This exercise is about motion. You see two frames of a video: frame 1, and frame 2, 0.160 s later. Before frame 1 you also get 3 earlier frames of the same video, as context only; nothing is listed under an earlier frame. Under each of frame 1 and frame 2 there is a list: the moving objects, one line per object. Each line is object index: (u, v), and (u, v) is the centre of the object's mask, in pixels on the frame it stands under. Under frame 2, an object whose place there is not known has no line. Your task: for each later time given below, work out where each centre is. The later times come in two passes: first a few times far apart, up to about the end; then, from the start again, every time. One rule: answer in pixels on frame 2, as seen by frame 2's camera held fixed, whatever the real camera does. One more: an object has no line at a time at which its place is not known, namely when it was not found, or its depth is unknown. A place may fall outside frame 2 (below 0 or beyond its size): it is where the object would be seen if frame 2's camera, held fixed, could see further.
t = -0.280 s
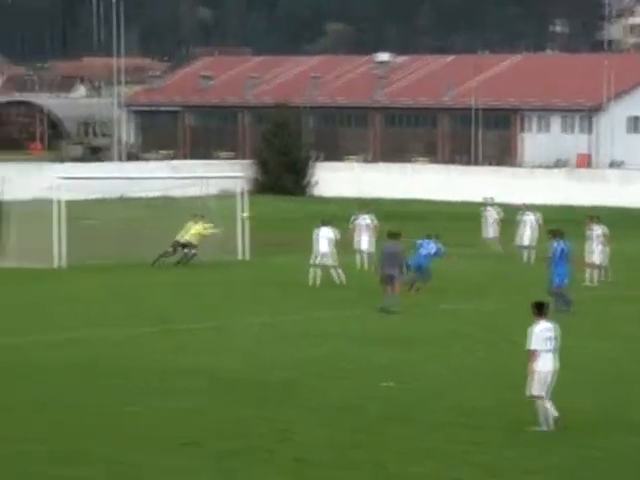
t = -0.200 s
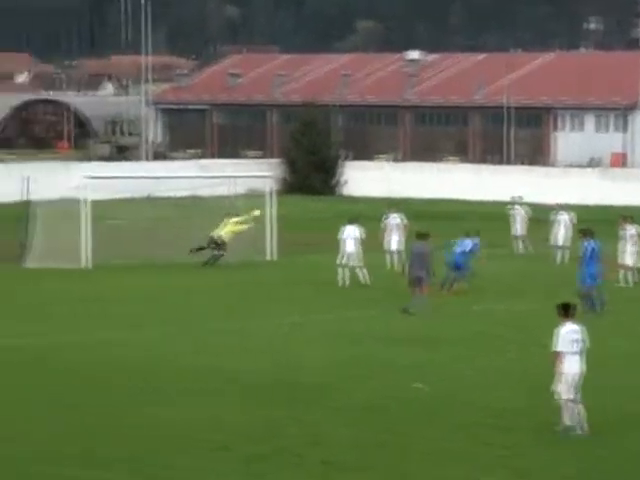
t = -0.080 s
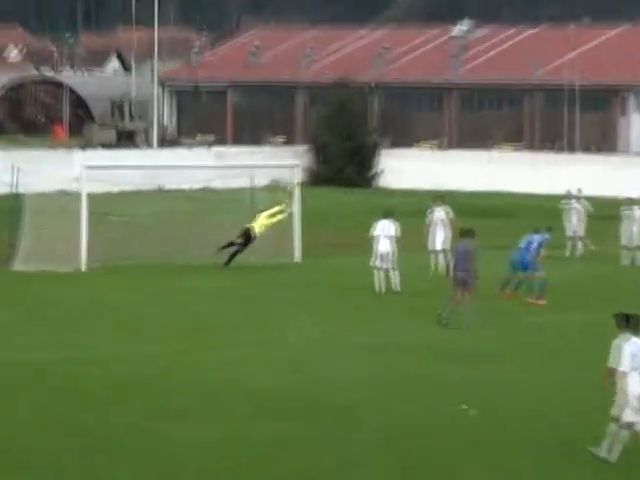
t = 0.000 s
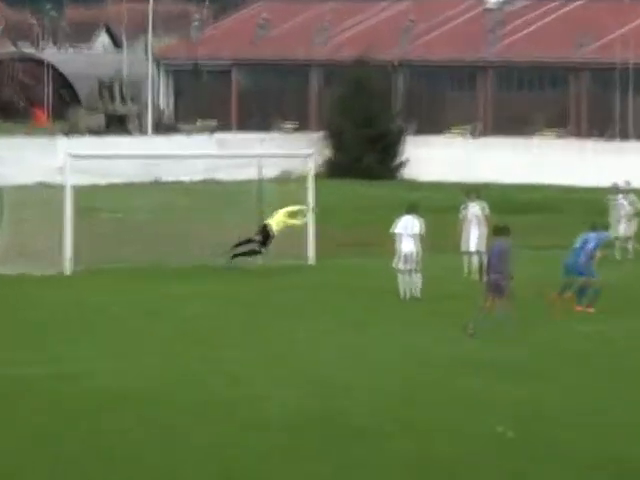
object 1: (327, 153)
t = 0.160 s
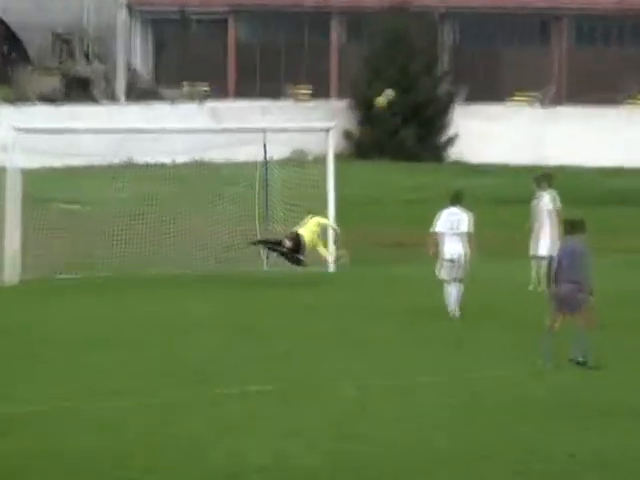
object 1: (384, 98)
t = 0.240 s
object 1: (402, 87)
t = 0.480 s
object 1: (447, 78)
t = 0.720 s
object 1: (477, 105)
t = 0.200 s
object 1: (394, 92)
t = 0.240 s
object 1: (402, 87)
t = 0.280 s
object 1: (410, 84)
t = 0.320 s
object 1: (420, 80)
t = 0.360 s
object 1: (428, 79)
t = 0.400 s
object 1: (435, 78)
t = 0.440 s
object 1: (442, 78)
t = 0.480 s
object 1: (447, 78)
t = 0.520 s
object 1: (448, 79)
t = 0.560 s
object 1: (452, 83)
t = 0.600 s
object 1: (457, 87)
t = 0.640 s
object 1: (467, 92)
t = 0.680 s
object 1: (472, 98)
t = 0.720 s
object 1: (477, 105)
